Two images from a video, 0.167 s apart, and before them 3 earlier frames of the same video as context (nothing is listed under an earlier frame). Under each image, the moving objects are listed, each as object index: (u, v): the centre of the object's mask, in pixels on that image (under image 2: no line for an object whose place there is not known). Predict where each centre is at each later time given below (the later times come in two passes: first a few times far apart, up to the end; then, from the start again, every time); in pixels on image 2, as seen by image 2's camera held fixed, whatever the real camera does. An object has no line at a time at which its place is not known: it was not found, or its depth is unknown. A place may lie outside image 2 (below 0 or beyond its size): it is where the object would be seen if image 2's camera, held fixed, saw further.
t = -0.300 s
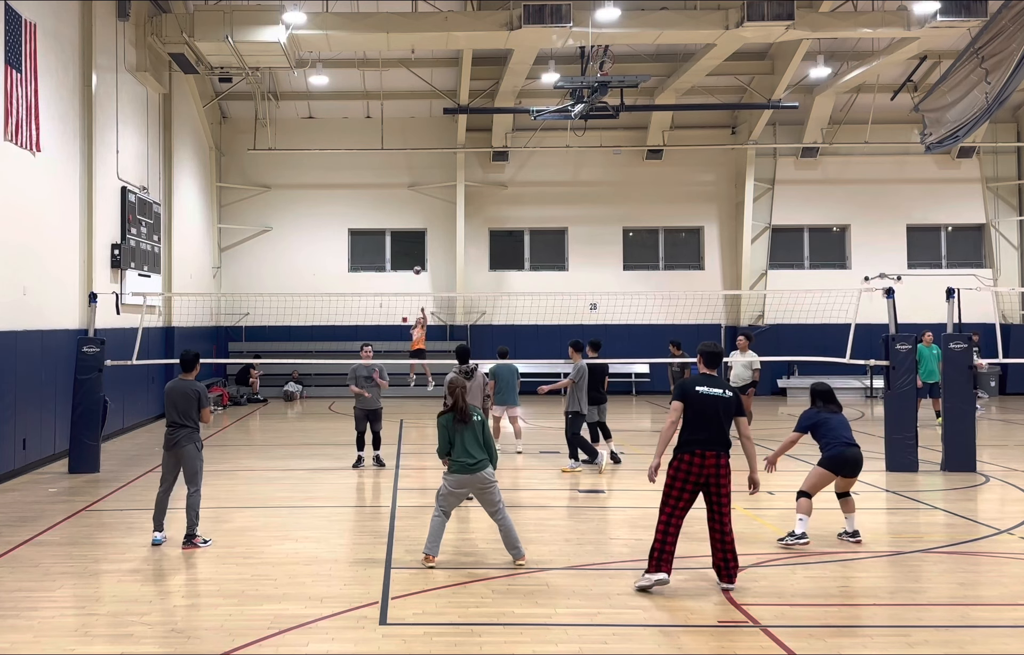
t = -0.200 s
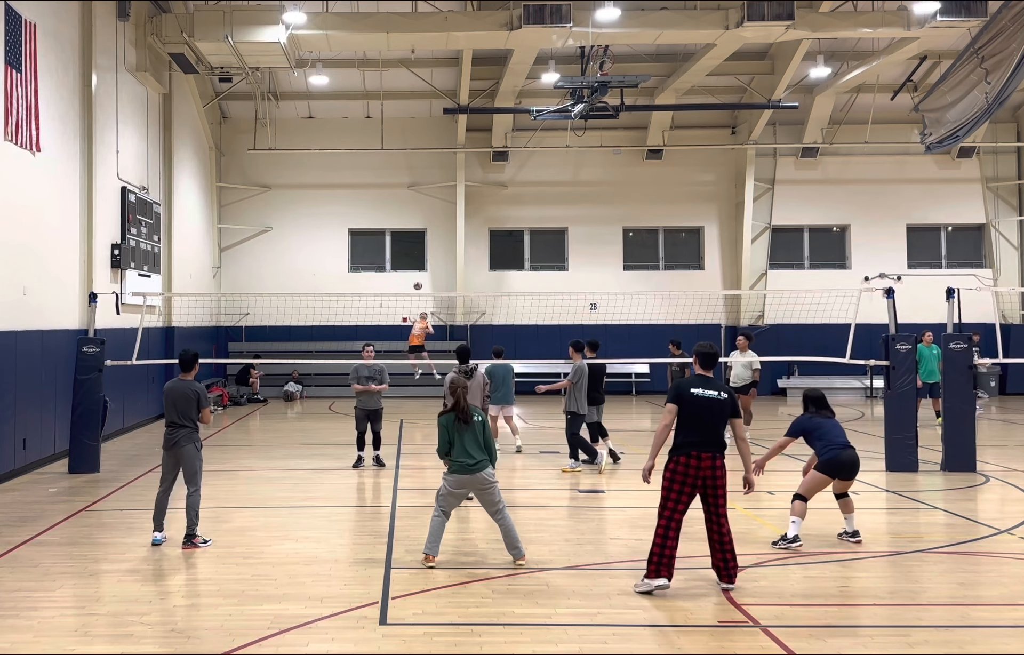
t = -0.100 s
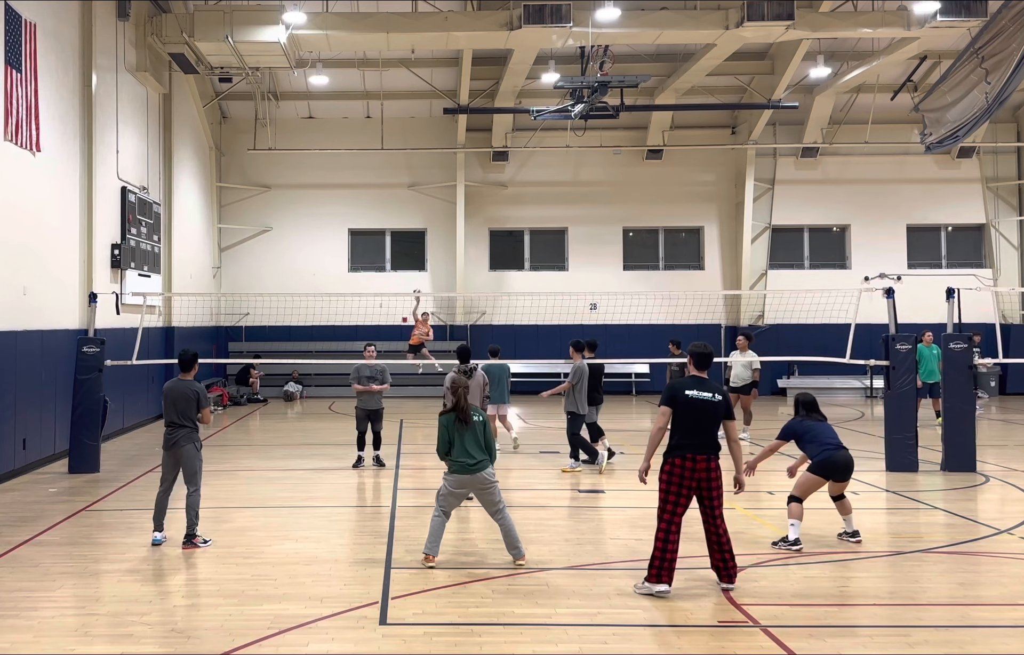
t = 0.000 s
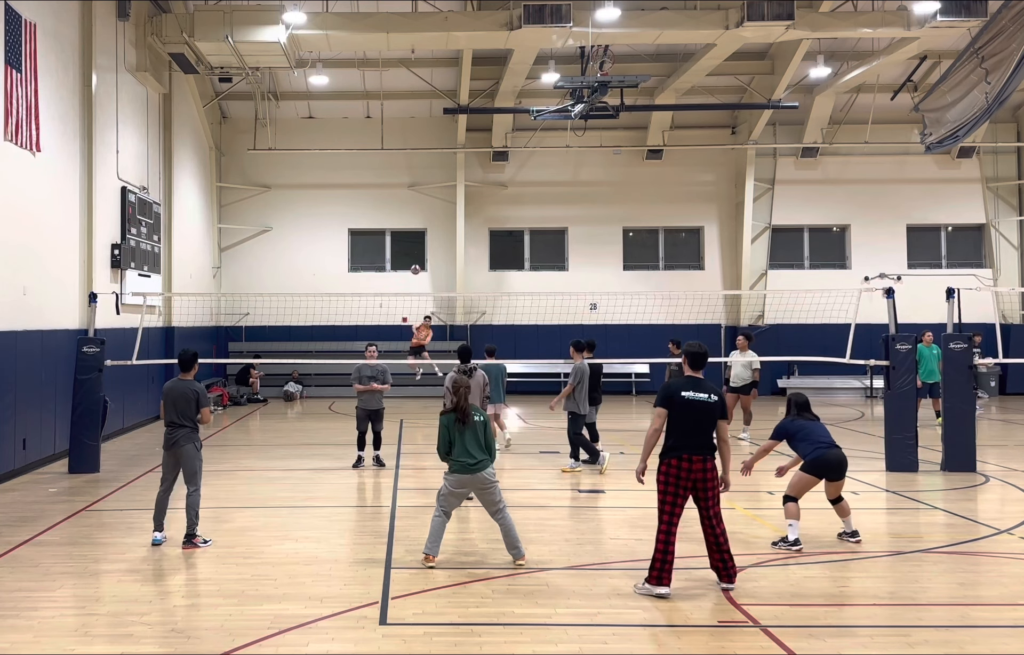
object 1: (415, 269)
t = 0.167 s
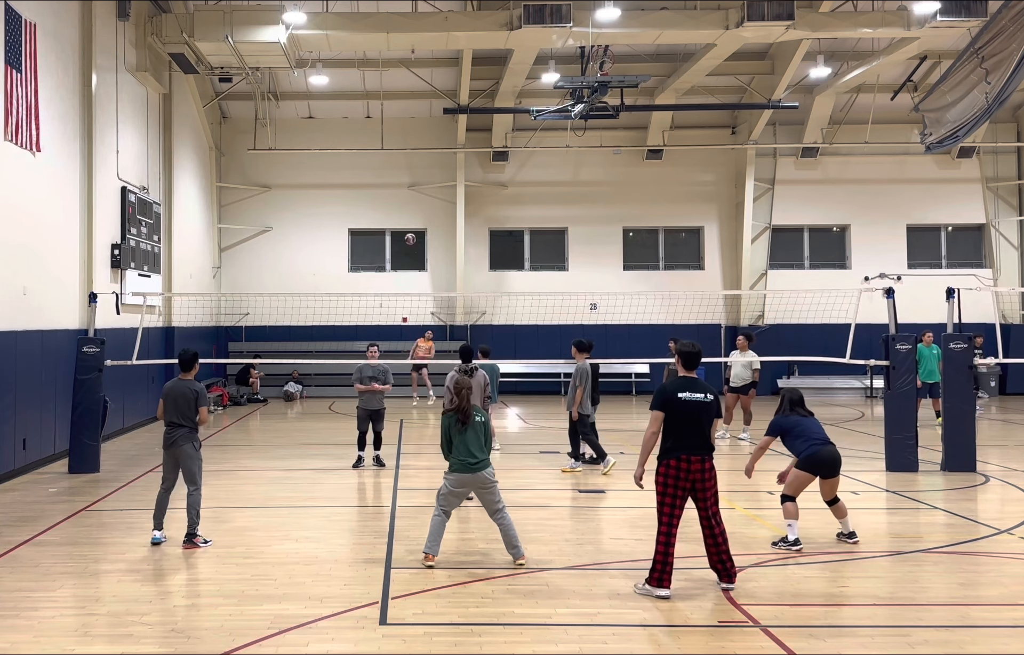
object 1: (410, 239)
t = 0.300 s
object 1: (405, 221)
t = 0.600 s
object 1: (387, 207)
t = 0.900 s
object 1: (348, 267)
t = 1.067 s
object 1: (299, 387)
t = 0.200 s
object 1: (409, 234)
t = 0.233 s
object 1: (408, 230)
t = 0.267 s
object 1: (406, 225)
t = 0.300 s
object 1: (405, 221)
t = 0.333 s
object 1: (404, 217)
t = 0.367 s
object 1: (402, 214)
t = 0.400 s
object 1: (401, 211)
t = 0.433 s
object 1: (400, 208)
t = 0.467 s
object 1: (398, 206)
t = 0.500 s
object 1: (396, 206)
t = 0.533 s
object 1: (393, 206)
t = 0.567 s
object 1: (390, 206)
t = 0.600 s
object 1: (387, 207)
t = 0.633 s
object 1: (383, 209)
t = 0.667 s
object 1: (380, 212)
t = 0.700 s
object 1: (376, 215)
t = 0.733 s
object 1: (372, 220)
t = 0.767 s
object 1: (368, 226)
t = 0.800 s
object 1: (364, 233)
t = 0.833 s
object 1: (360, 242)
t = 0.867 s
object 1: (355, 254)
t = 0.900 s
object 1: (348, 267)
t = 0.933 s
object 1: (340, 284)
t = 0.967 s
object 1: (331, 304)
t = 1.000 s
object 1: (322, 327)
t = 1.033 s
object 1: (312, 354)
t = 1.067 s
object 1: (299, 387)
